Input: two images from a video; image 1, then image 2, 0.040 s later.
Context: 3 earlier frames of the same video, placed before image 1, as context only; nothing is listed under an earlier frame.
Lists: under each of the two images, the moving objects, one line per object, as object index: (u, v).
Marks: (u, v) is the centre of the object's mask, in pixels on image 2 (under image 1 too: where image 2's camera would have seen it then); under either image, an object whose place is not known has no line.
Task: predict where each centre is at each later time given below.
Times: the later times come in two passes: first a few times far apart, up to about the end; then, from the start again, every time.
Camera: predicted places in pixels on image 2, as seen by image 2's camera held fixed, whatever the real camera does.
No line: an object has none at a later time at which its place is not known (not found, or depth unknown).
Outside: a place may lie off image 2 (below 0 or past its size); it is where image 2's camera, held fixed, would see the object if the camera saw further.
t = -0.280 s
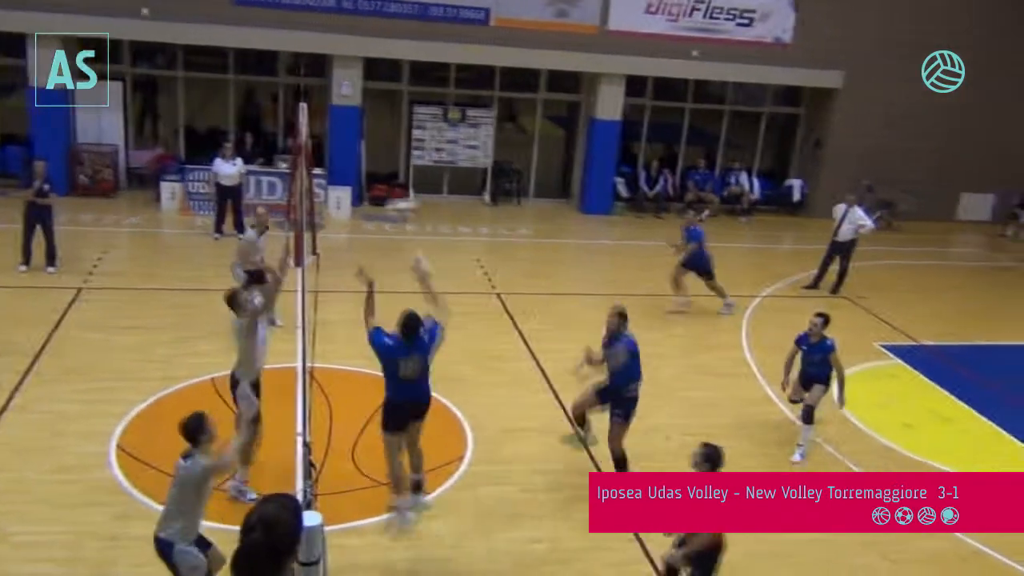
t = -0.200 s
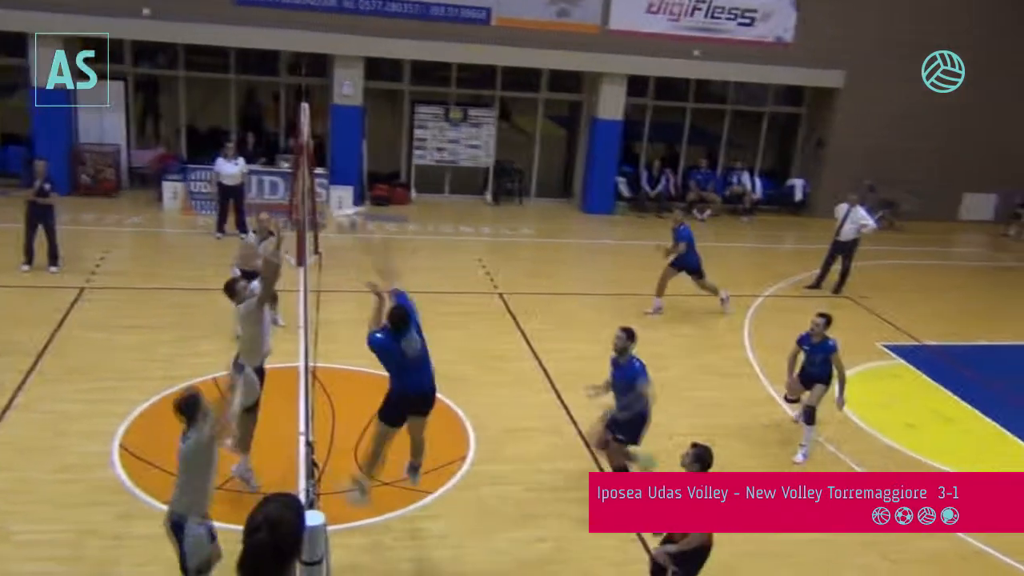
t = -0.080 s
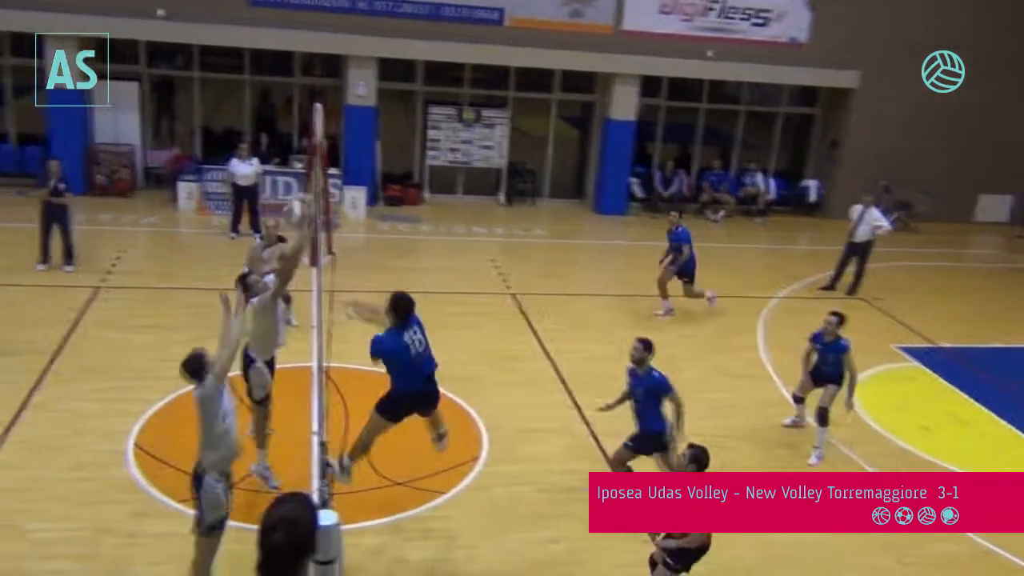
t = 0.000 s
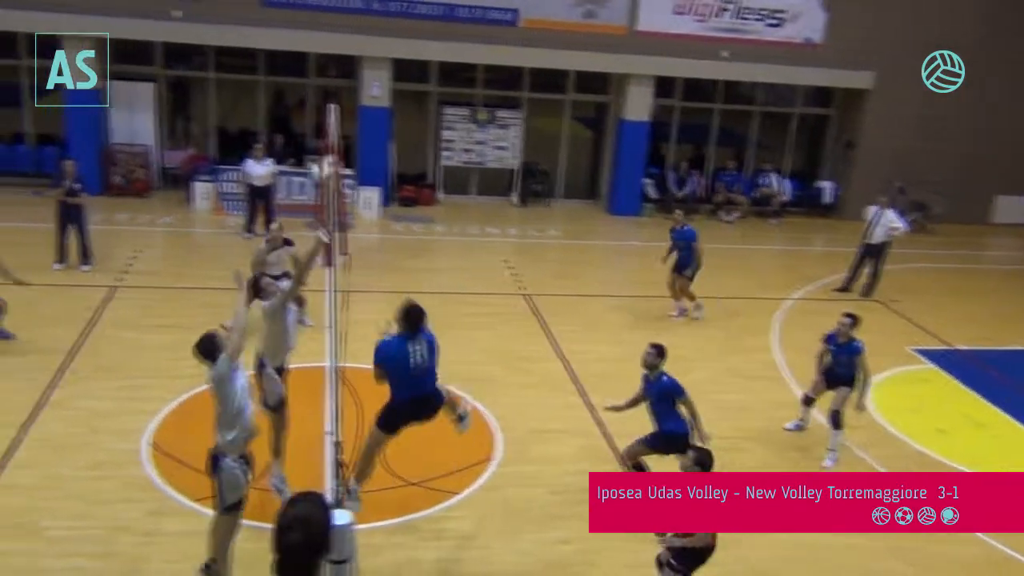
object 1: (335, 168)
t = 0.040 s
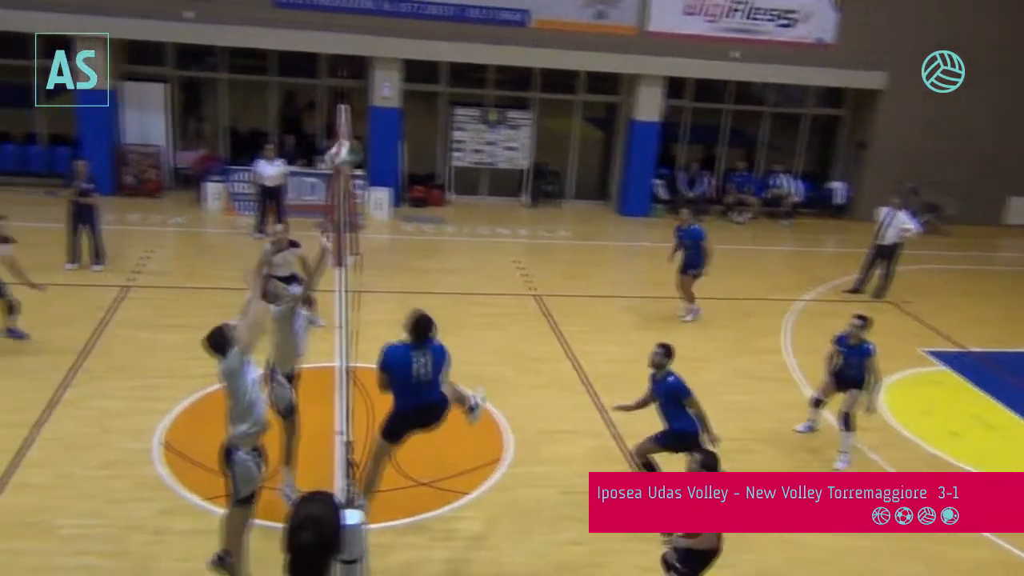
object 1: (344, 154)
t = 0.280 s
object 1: (382, 92)
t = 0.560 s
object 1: (434, 118)
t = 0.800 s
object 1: (479, 254)
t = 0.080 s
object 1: (350, 139)
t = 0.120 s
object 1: (357, 128)
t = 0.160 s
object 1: (361, 114)
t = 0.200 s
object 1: (372, 101)
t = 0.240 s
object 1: (377, 96)
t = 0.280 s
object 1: (382, 92)
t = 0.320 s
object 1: (392, 86)
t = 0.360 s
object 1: (397, 86)
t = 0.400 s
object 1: (407, 85)
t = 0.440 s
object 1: (414, 93)
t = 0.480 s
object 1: (421, 100)
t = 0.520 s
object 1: (428, 109)
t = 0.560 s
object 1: (434, 118)
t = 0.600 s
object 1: (441, 134)
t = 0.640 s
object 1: (446, 151)
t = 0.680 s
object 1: (456, 171)
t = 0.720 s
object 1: (464, 191)
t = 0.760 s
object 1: (472, 222)
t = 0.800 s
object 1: (479, 254)
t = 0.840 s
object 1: (485, 284)
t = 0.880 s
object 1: (492, 319)
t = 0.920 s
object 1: (500, 355)
